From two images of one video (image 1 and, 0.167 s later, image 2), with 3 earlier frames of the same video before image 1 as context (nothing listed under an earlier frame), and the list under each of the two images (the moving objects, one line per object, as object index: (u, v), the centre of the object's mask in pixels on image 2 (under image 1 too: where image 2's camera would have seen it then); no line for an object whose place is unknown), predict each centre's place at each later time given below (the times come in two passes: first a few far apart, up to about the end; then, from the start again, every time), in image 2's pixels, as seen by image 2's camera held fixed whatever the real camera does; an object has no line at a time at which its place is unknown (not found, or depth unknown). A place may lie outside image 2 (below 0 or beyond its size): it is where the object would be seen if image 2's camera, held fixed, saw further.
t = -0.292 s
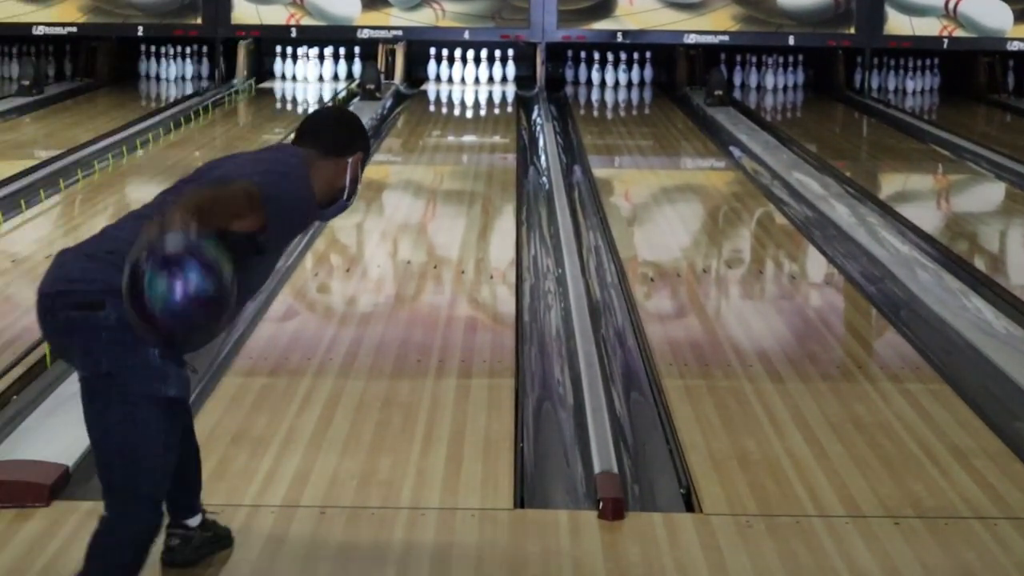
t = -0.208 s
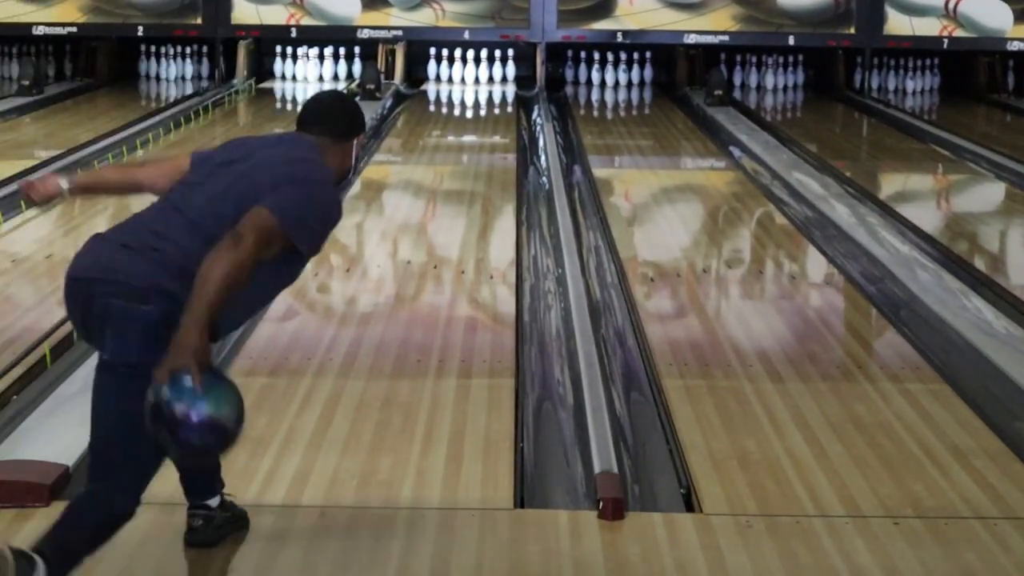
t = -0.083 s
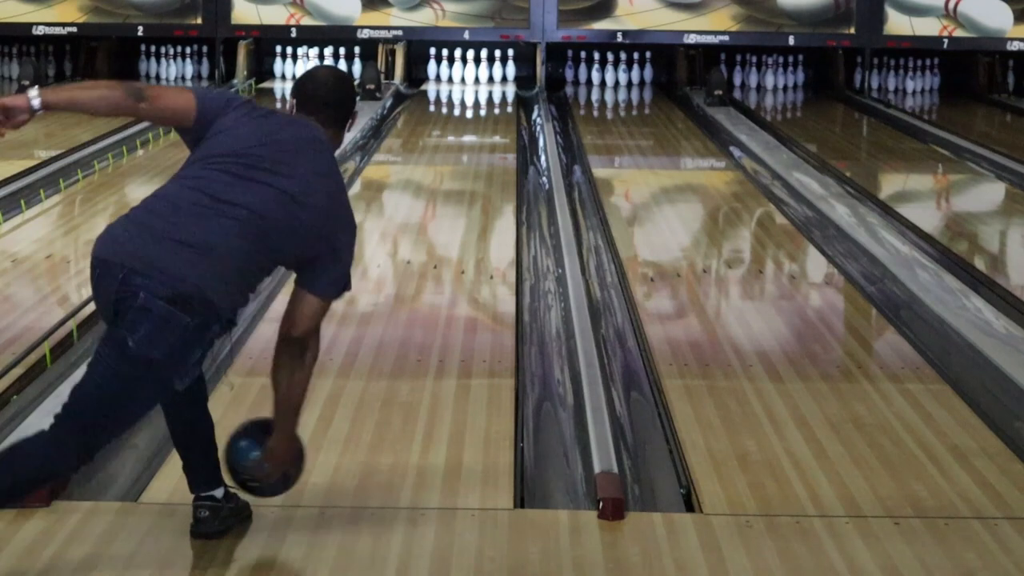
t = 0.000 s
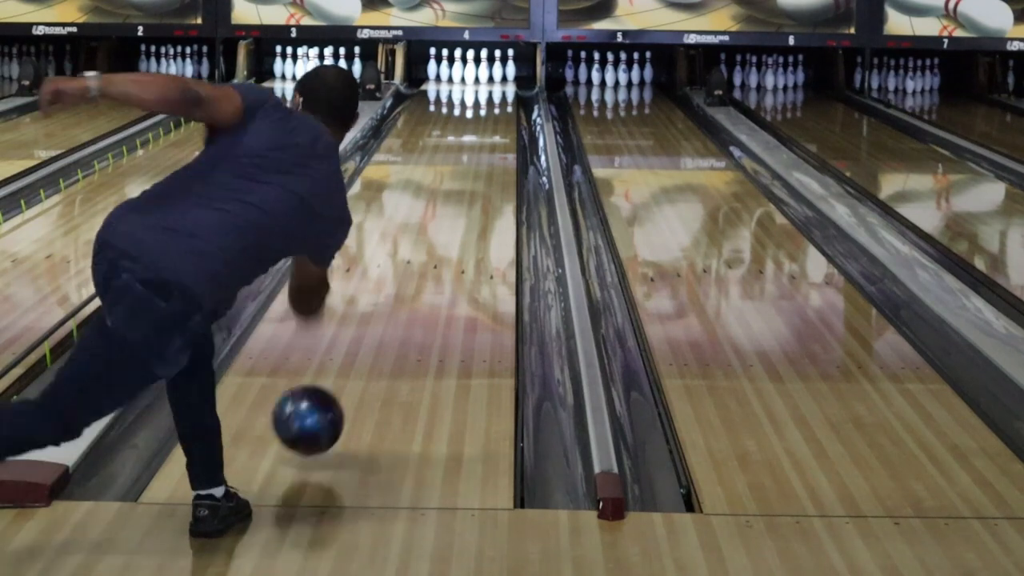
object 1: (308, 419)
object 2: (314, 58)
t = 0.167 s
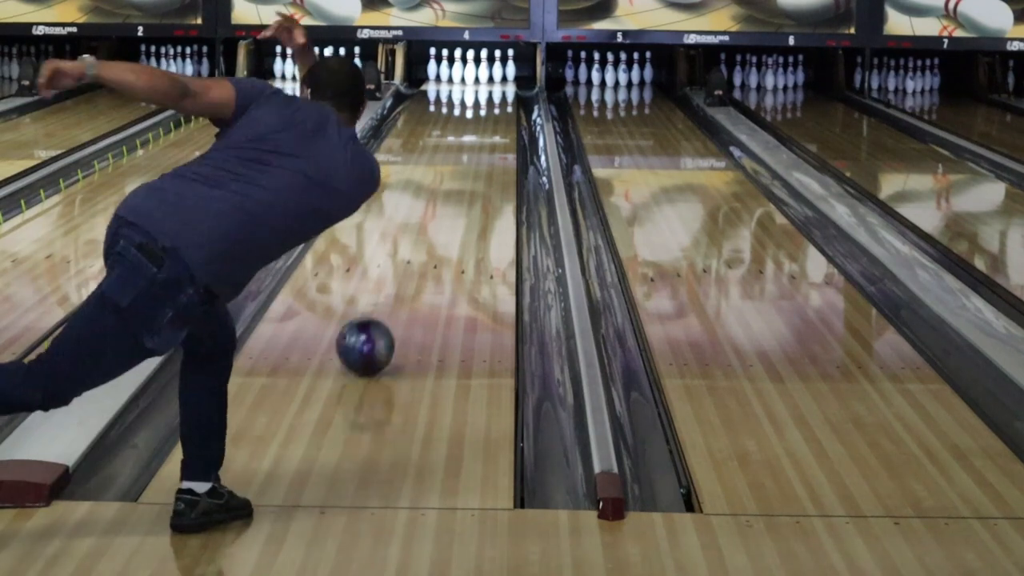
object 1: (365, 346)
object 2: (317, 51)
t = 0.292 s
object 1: (396, 298)
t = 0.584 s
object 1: (444, 222)
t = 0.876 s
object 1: (473, 173)
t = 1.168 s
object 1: (492, 140)
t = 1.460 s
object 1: (502, 115)
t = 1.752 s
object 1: (498, 96)
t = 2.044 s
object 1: (485, 82)
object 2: (329, 68)
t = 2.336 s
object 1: (470, 74)
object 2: (329, 66)
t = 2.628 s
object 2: (328, 64)
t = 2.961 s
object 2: (328, 64)
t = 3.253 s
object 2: (328, 65)
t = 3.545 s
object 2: (328, 65)
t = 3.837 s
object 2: (328, 65)
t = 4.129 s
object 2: (328, 64)
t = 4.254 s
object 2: (328, 65)
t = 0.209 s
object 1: (376, 329)
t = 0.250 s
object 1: (386, 313)
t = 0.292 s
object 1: (396, 298)
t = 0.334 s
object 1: (404, 284)
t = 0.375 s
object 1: (412, 272)
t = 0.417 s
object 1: (419, 260)
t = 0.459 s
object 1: (426, 250)
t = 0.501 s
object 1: (433, 240)
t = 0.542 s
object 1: (438, 230)
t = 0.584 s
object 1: (444, 222)
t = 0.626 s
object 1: (449, 214)
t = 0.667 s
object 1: (454, 206)
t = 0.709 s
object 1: (458, 199)
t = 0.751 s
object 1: (462, 192)
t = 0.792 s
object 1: (466, 185)
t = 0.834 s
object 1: (470, 179)
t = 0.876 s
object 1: (473, 173)
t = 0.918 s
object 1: (477, 168)
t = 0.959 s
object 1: (480, 163)
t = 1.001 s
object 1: (482, 157)
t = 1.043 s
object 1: (485, 152)
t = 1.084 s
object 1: (487, 148)
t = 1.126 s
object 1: (490, 144)
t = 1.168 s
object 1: (492, 140)
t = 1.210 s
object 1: (494, 137)
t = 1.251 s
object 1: (495, 132)
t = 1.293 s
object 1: (497, 128)
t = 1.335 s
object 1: (498, 125)
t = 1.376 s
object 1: (499, 122)
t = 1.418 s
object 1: (500, 119)
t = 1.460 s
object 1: (502, 115)
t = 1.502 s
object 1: (502, 113)
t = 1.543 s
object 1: (501, 109)
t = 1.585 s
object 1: (501, 107)
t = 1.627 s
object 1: (501, 104)
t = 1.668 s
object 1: (500, 101)
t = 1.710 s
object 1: (500, 99)
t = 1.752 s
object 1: (498, 96)
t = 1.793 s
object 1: (497, 94)
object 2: (330, 64)
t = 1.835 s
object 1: (496, 93)
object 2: (330, 64)
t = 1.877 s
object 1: (494, 91)
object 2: (330, 64)
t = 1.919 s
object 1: (493, 88)
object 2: (330, 65)
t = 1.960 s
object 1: (490, 86)
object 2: (329, 66)
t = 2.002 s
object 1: (487, 84)
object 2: (329, 67)
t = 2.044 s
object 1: (485, 82)
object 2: (329, 68)
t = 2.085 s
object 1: (483, 81)
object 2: (329, 68)
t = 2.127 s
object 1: (480, 79)
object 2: (328, 69)
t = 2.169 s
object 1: (477, 78)
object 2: (329, 69)
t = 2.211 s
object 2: (329, 68)
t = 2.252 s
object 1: (473, 75)
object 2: (329, 67)
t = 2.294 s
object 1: (472, 74)
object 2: (329, 66)
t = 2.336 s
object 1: (470, 74)
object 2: (329, 66)
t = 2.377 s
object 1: (469, 72)
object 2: (328, 65)
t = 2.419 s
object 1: (465, 71)
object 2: (328, 65)
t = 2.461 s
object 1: (461, 71)
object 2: (328, 64)
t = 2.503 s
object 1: (459, 72)
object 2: (329, 64)
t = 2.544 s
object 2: (328, 64)
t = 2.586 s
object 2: (328, 64)
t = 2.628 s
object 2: (328, 64)
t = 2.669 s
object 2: (328, 64)
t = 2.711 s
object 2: (328, 64)
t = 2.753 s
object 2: (329, 64)
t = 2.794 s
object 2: (328, 64)
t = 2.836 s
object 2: (328, 64)
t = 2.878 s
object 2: (328, 64)
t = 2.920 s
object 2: (328, 64)
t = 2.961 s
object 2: (328, 64)
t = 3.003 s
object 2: (328, 64)
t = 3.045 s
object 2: (328, 64)
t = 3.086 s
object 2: (328, 64)
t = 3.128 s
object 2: (328, 64)
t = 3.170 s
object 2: (328, 65)
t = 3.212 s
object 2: (328, 65)
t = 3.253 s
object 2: (328, 65)
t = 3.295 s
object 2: (328, 65)
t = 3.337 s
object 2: (328, 65)
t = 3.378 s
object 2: (328, 65)
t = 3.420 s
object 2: (328, 65)
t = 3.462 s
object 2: (328, 65)
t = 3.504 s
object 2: (328, 65)
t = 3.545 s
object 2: (328, 65)
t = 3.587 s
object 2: (328, 65)
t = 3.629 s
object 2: (328, 65)
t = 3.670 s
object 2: (328, 65)
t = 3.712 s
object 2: (328, 65)
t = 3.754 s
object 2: (328, 65)
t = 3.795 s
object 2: (328, 65)
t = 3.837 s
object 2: (328, 65)
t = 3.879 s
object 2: (328, 65)
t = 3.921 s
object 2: (328, 65)
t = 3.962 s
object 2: (328, 65)
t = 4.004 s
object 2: (328, 65)
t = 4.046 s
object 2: (328, 65)
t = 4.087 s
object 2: (328, 65)
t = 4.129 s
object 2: (328, 64)
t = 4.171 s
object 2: (328, 64)
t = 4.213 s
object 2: (328, 64)
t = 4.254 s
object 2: (328, 65)
